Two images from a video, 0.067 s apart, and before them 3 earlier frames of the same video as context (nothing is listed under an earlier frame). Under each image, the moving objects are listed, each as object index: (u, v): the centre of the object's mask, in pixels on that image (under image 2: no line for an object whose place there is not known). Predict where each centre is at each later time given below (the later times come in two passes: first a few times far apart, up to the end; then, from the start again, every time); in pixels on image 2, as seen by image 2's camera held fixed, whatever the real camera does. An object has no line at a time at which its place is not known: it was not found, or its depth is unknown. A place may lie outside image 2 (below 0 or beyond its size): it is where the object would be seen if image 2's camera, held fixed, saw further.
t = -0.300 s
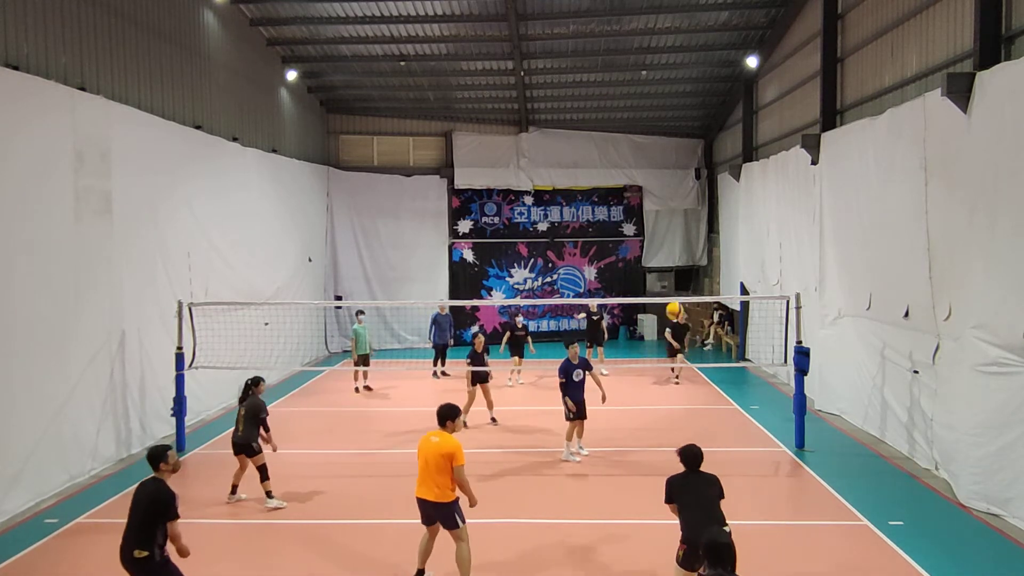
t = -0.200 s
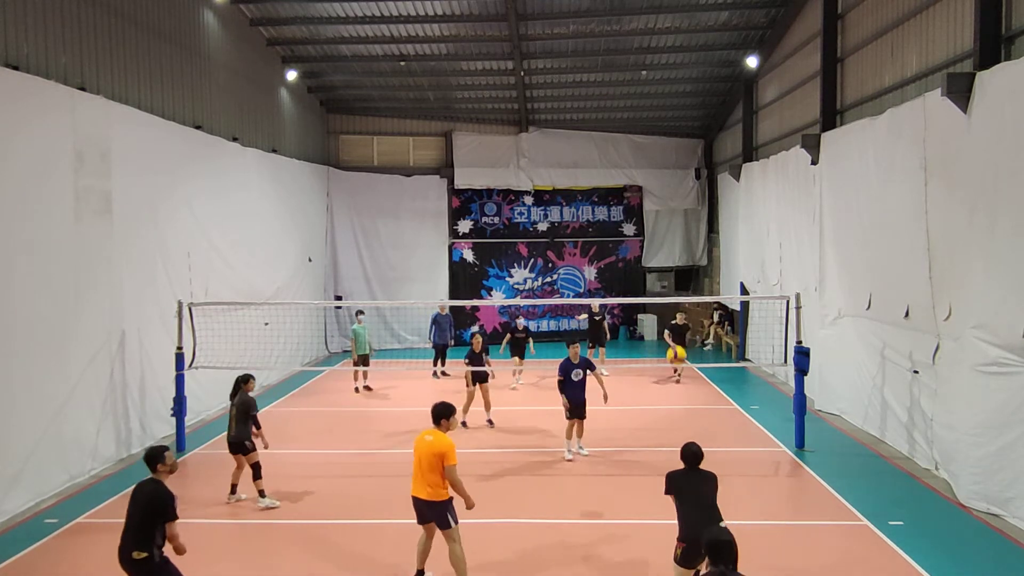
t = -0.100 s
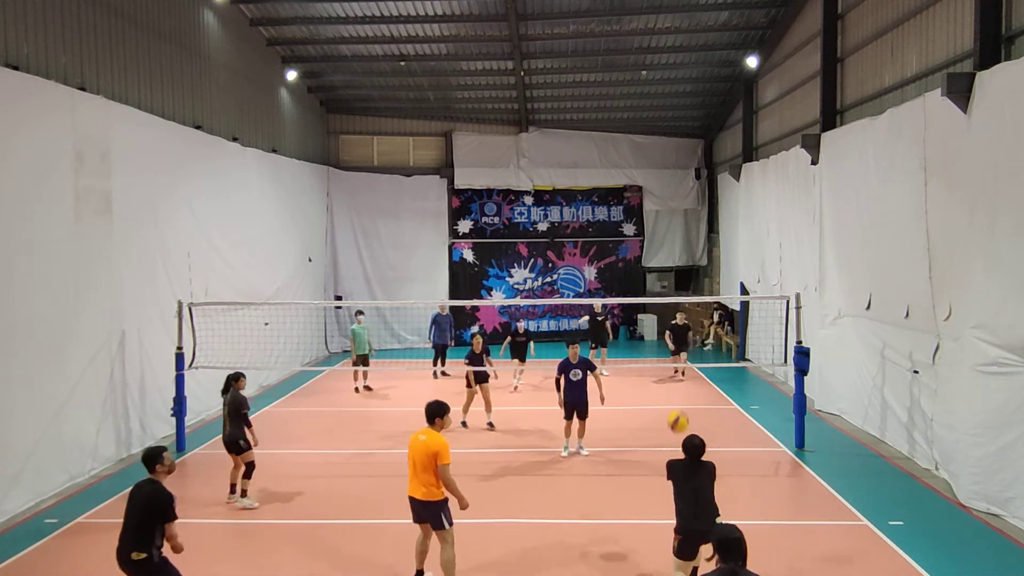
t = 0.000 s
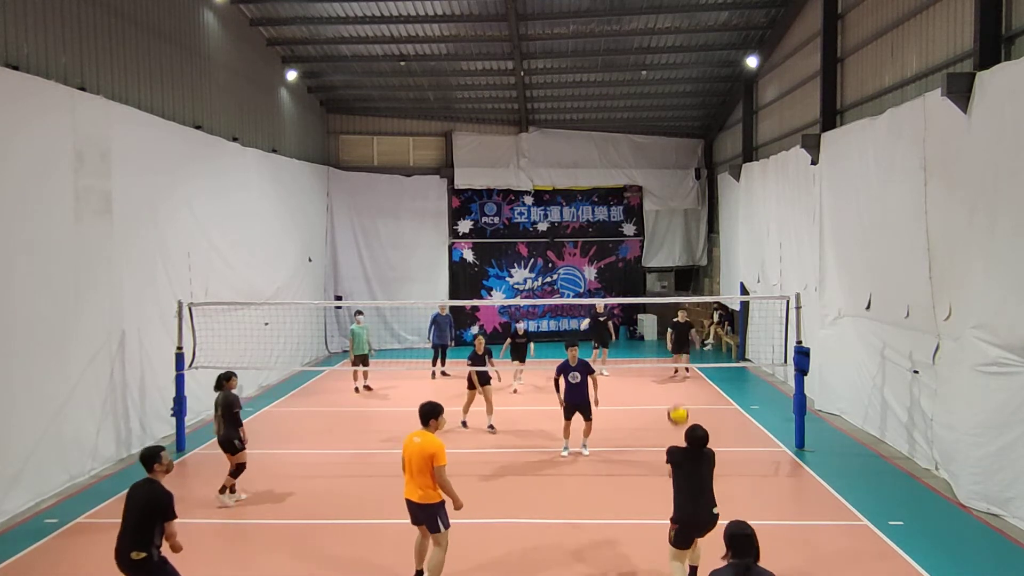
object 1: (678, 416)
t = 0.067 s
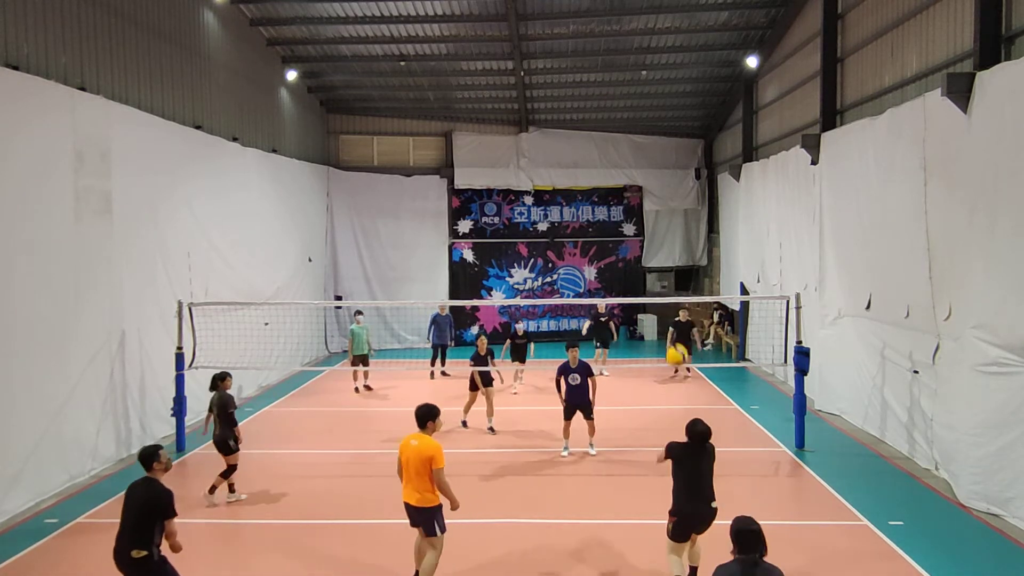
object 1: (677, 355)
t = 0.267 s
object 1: (672, 211)
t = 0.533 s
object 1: (666, 89)
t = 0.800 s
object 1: (660, 41)
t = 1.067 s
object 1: (656, 60)
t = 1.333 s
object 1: (651, 141)
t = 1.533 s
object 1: (648, 236)
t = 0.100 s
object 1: (675, 329)
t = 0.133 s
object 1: (674, 302)
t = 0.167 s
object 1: (673, 278)
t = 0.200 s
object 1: (672, 254)
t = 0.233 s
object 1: (672, 231)
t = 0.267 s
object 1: (672, 211)
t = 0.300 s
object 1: (671, 192)
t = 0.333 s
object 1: (670, 173)
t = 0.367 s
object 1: (669, 156)
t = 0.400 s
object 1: (669, 140)
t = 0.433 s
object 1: (668, 126)
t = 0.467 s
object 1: (667, 112)
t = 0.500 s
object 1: (667, 100)
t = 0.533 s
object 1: (666, 89)
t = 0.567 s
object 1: (665, 79)
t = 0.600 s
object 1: (664, 70)
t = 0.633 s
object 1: (664, 63)
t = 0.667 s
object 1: (663, 56)
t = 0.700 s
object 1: (663, 51)
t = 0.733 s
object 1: (662, 46)
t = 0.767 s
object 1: (661, 43)
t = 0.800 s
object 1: (660, 41)
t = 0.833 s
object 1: (660, 39)
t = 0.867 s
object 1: (659, 39)
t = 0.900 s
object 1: (659, 40)
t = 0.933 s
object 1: (658, 42)
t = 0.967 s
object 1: (658, 45)
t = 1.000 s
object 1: (657, 49)
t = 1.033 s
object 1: (656, 54)
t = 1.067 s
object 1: (656, 60)
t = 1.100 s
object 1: (655, 67)
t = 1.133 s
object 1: (654, 75)
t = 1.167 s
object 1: (654, 84)
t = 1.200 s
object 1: (653, 93)
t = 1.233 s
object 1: (653, 104)
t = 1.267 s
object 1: (652, 116)
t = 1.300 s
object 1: (652, 127)
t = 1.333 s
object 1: (651, 141)
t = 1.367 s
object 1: (651, 156)
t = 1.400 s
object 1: (651, 169)
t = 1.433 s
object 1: (650, 186)
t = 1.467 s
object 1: (649, 202)
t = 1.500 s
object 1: (649, 219)
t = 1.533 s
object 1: (648, 236)
